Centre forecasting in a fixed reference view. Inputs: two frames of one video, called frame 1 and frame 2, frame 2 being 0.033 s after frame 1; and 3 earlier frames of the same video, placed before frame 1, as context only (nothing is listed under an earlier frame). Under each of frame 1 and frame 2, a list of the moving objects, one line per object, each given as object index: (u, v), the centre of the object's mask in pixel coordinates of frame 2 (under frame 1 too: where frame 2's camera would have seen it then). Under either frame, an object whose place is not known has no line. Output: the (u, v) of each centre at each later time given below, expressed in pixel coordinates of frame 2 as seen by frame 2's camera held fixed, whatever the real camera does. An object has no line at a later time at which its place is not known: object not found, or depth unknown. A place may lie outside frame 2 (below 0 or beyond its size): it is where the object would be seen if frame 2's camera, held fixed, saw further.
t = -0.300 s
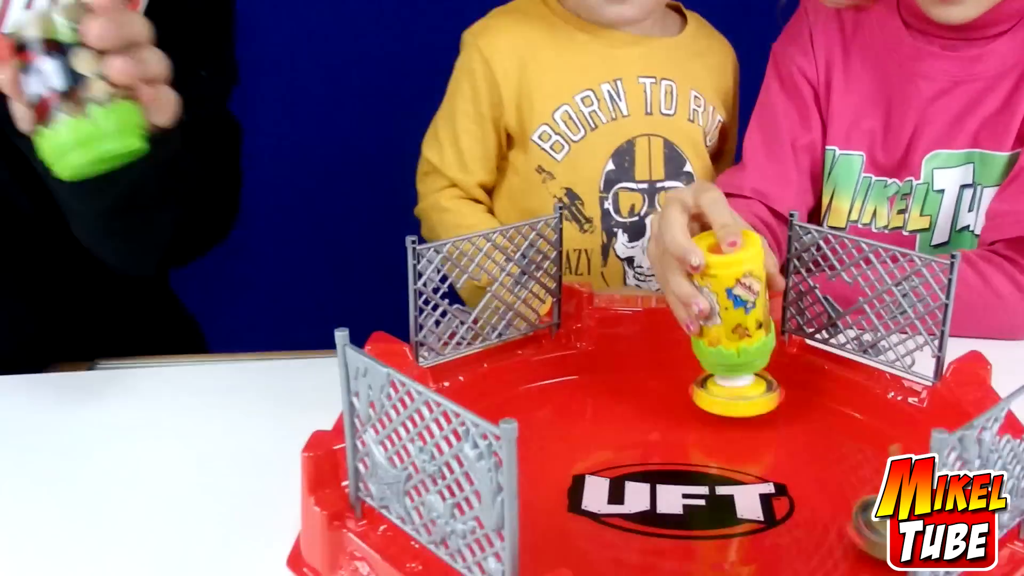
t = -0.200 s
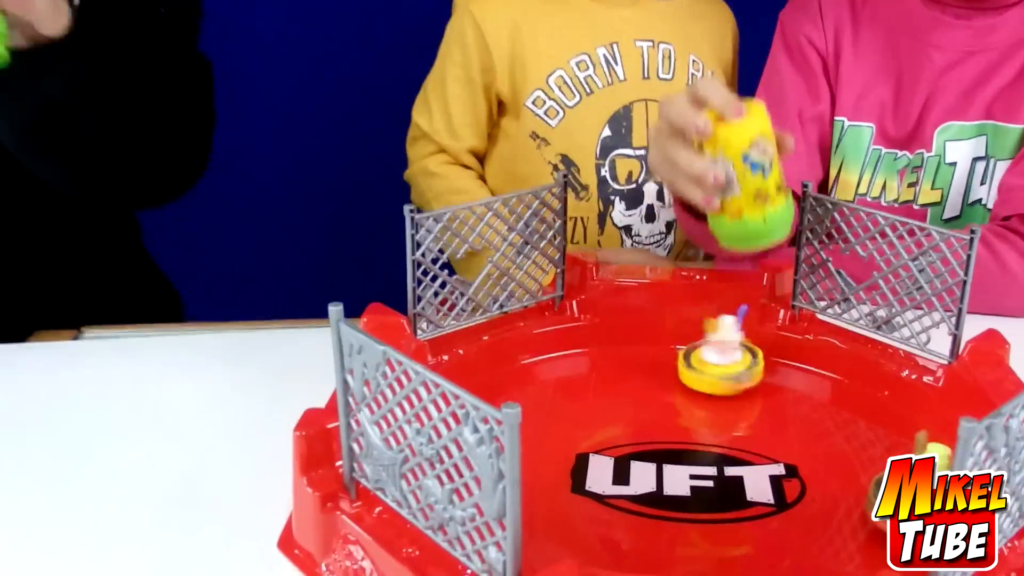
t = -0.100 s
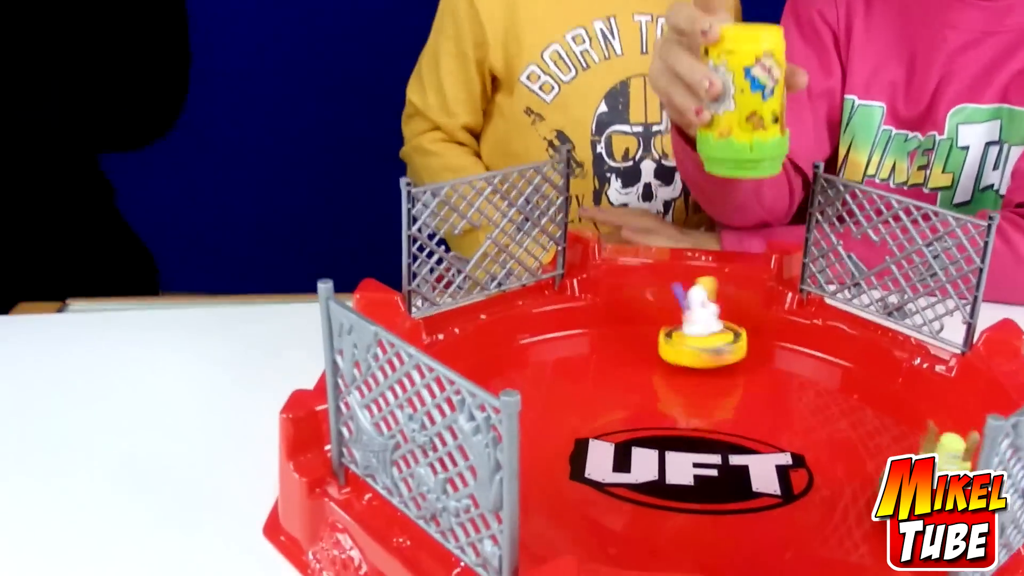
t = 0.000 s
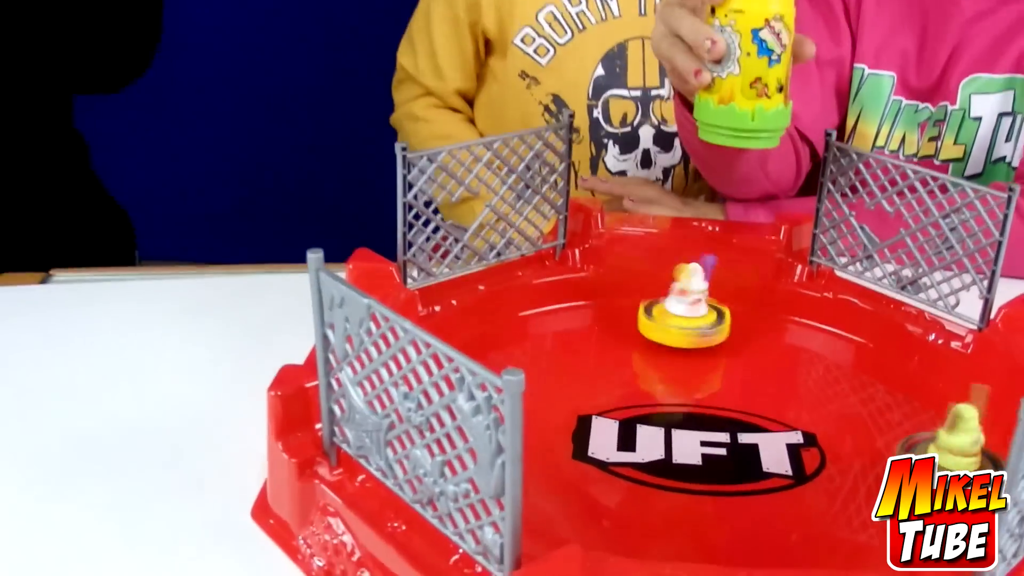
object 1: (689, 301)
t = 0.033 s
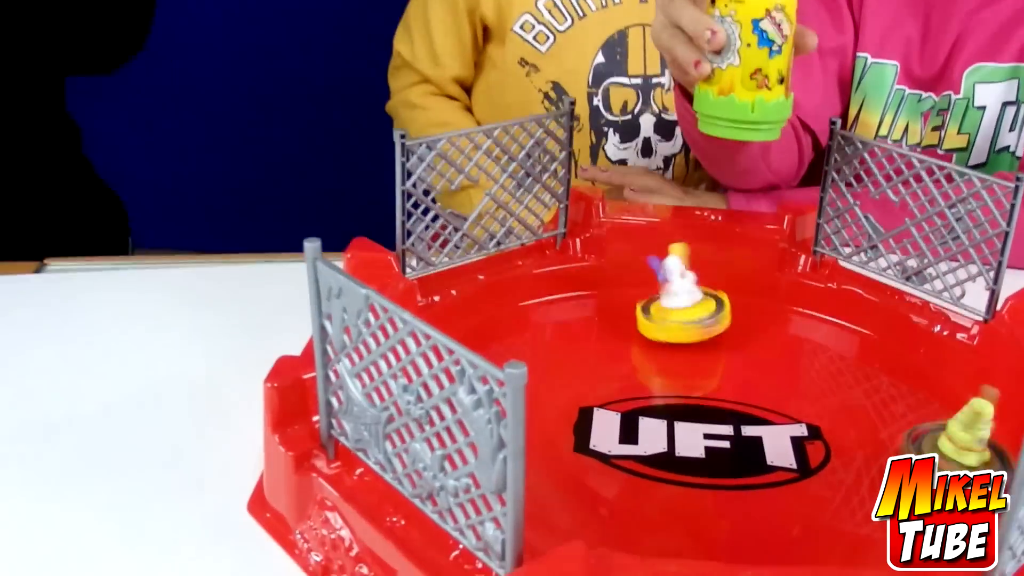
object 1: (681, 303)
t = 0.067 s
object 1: (677, 314)
